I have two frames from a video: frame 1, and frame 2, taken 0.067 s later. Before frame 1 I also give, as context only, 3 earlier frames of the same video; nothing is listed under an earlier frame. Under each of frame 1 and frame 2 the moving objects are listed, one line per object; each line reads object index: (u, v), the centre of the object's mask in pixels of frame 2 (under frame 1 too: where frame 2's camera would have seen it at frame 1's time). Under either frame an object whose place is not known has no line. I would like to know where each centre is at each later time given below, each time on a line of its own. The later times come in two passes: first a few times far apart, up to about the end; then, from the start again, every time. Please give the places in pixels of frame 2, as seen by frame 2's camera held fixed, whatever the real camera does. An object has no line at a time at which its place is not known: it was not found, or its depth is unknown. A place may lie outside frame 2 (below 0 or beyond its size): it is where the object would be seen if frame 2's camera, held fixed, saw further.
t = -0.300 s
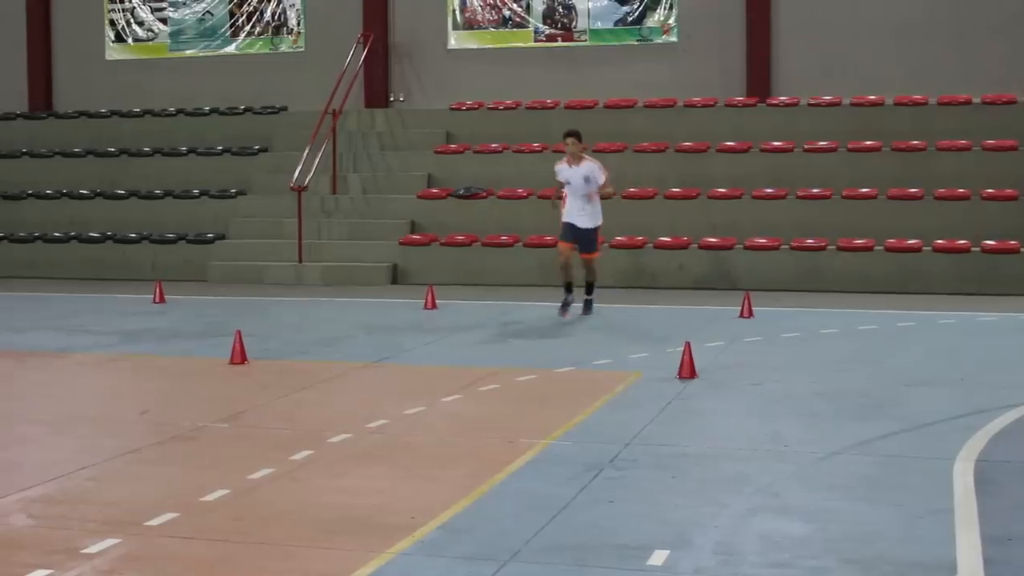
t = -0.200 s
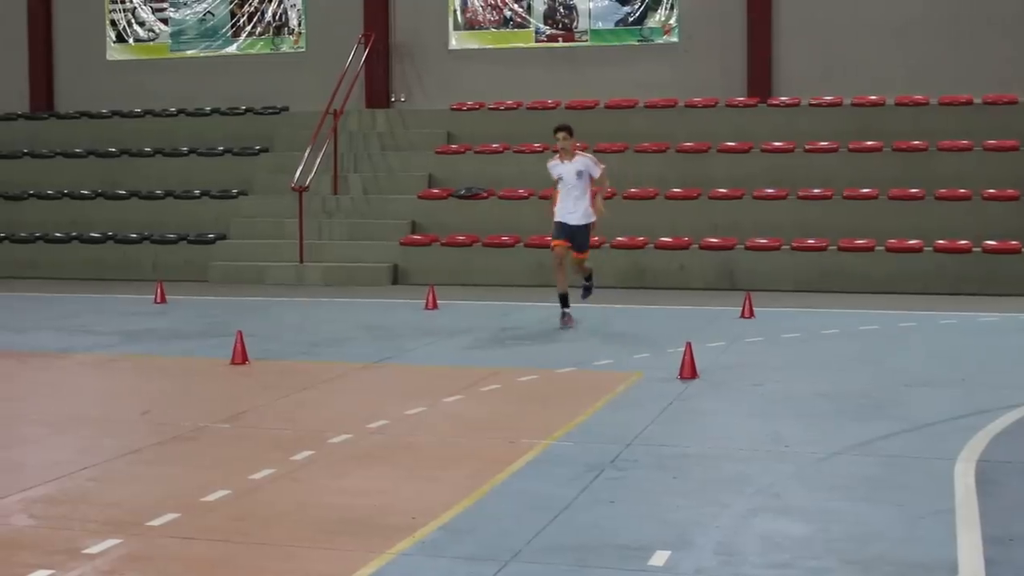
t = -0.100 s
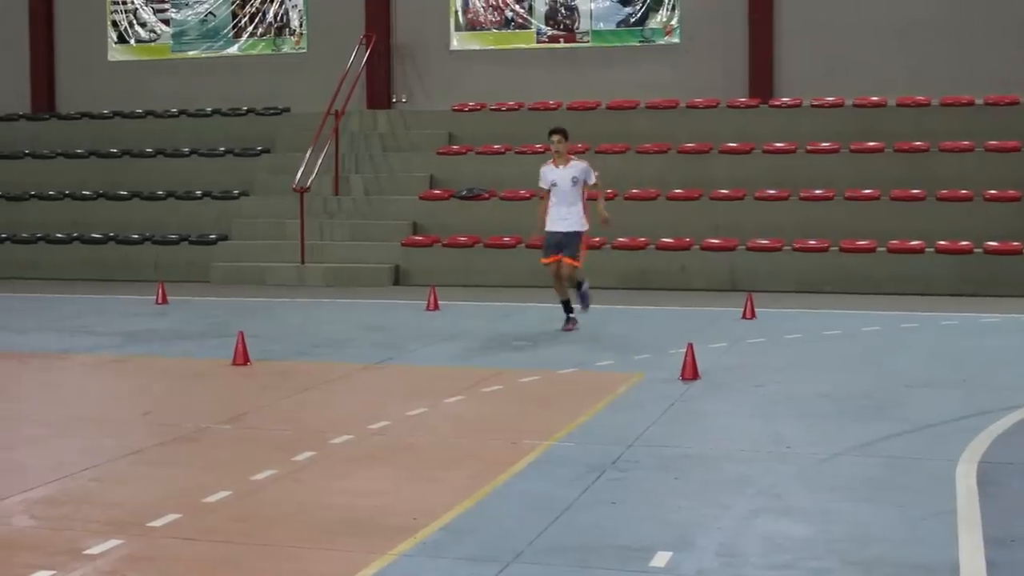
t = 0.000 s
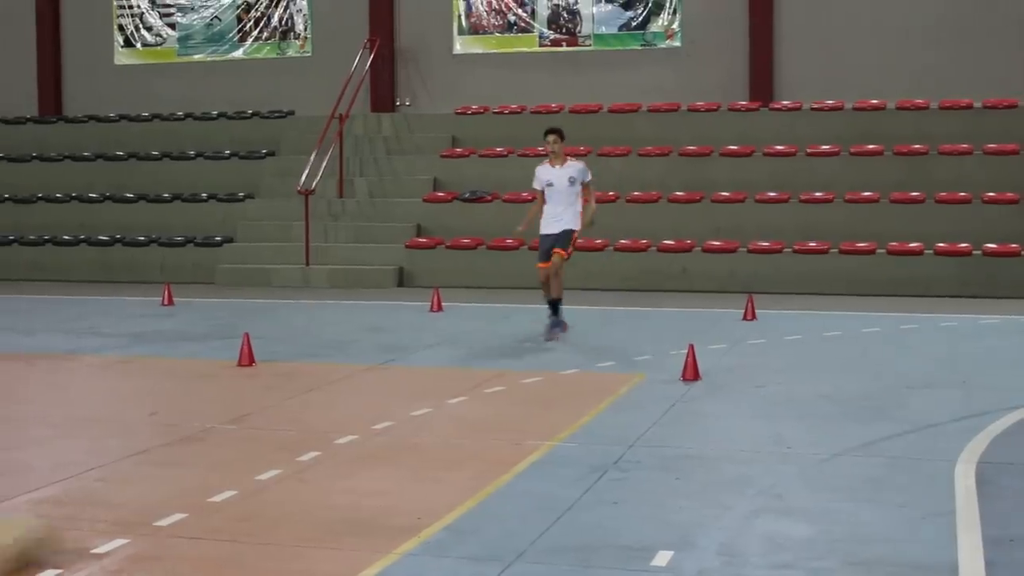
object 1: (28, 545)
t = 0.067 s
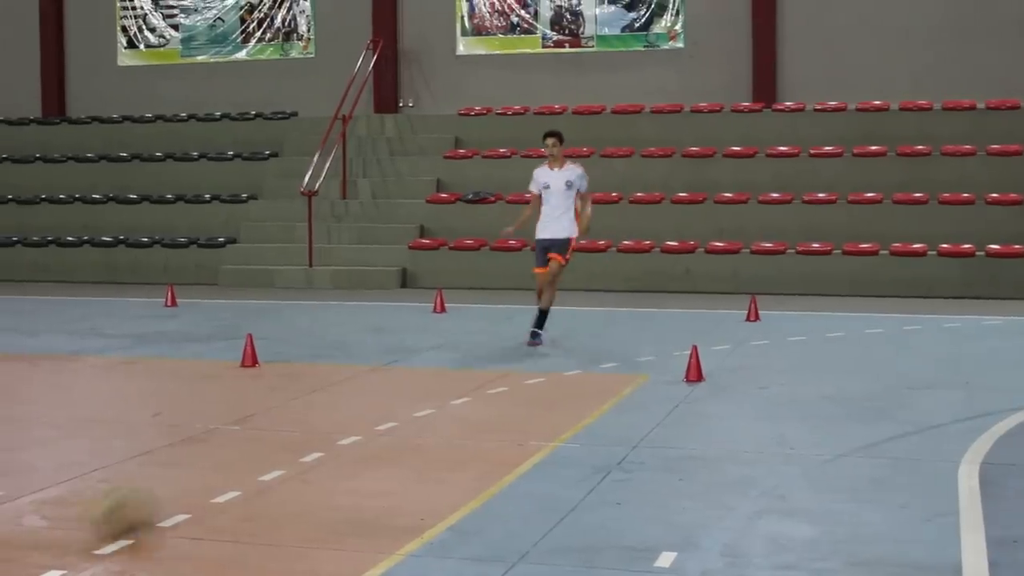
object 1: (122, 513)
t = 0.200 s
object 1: (263, 456)
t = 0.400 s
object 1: (400, 406)
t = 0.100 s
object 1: (162, 497)
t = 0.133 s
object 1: (200, 480)
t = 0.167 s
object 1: (231, 468)
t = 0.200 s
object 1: (263, 456)
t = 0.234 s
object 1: (289, 447)
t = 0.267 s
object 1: (316, 439)
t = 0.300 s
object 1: (340, 426)
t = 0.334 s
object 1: (361, 417)
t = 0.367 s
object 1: (379, 412)
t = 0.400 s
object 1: (400, 406)
